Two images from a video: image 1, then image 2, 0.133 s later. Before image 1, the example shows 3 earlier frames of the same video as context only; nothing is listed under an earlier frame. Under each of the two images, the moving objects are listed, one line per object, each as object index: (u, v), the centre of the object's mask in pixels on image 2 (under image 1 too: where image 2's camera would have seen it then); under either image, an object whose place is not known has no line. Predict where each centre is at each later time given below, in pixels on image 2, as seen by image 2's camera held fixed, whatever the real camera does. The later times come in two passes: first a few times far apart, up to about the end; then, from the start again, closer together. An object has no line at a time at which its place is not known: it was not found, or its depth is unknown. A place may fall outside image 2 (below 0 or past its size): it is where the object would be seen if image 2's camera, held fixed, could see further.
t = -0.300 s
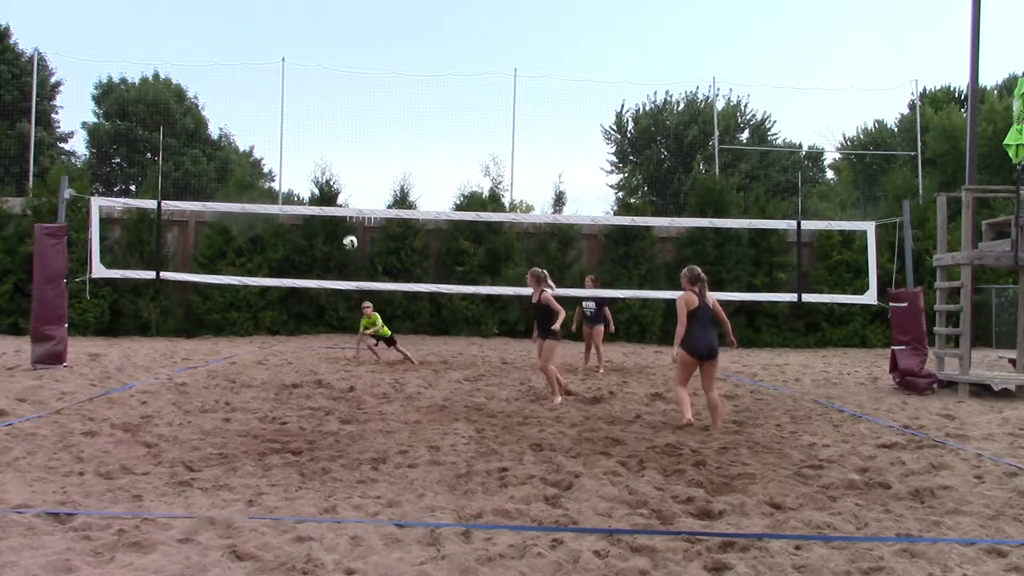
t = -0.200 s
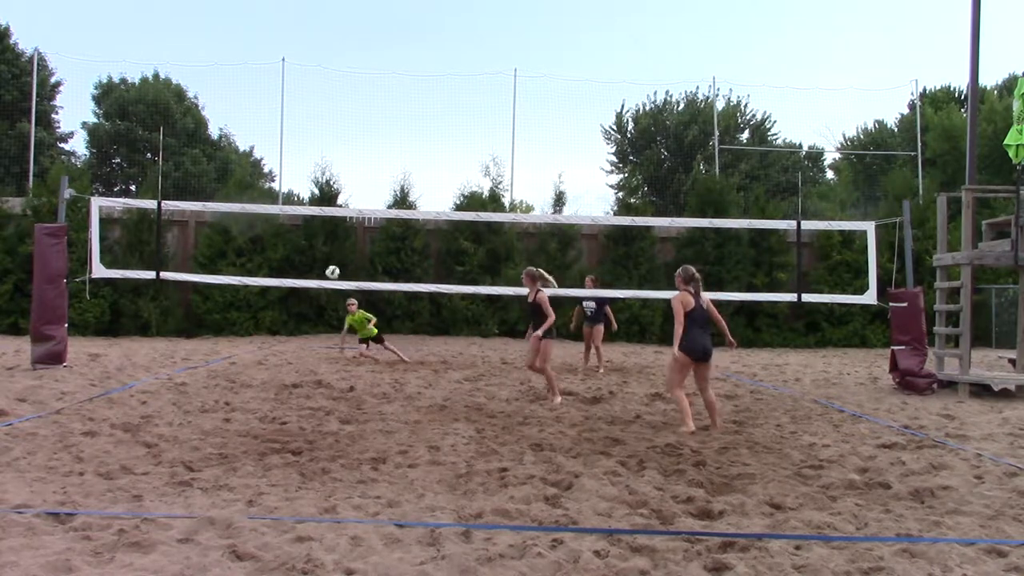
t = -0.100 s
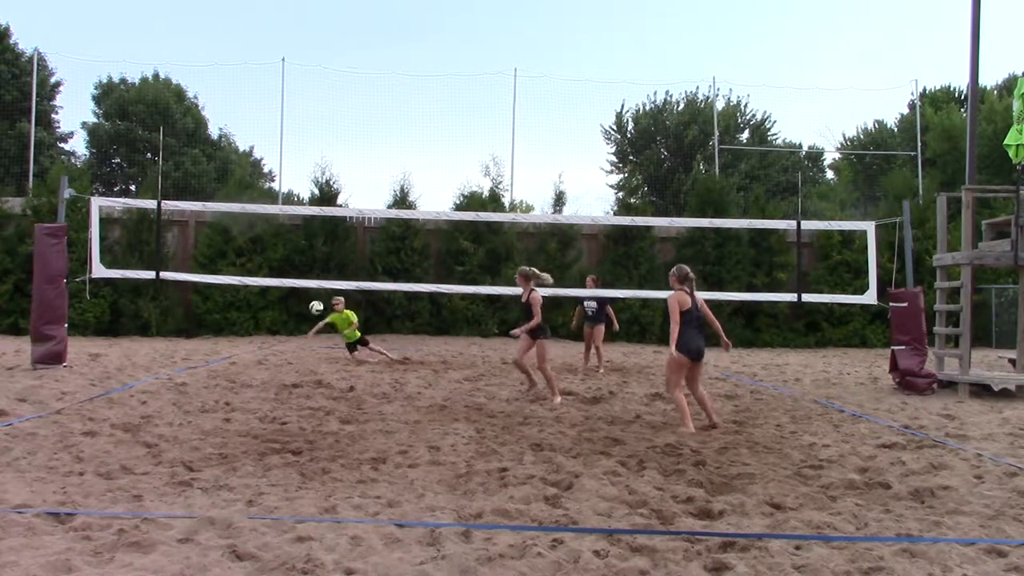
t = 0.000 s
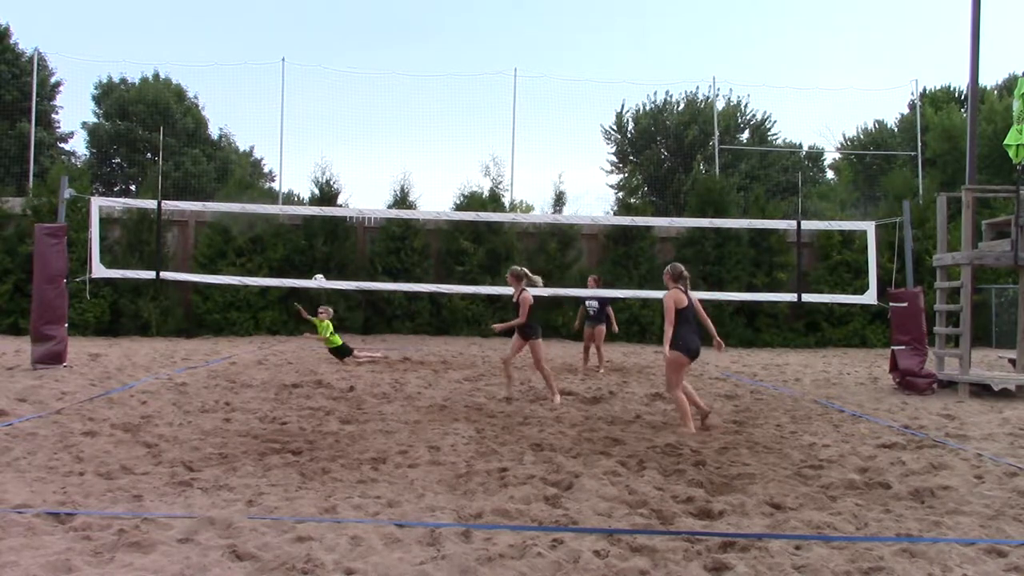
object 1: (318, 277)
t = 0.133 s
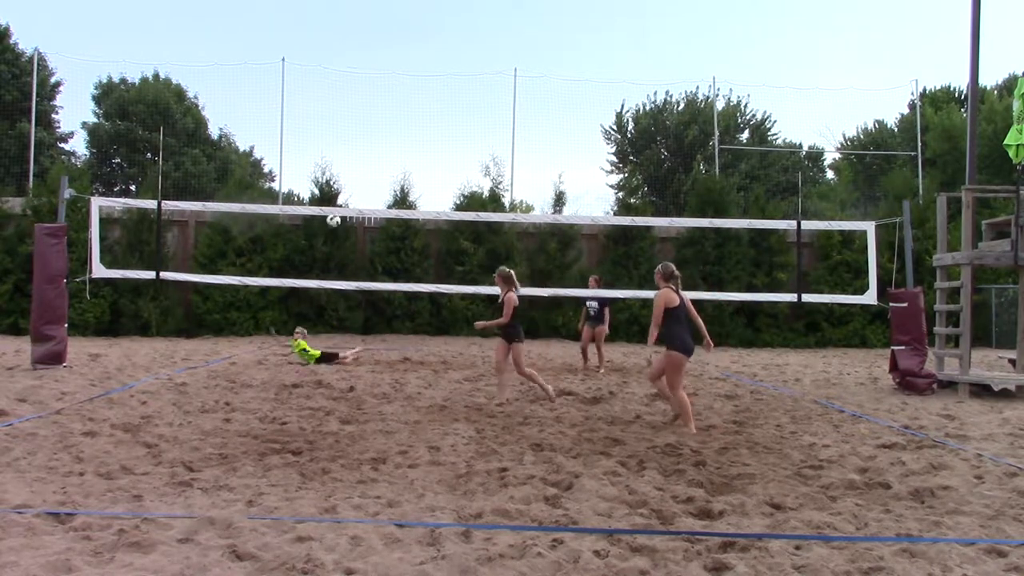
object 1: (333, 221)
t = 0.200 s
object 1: (340, 195)
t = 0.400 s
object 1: (365, 130)
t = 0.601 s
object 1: (391, 90)
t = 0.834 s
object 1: (422, 75)
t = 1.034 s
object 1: (450, 90)
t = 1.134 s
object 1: (465, 110)
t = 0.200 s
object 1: (340, 195)
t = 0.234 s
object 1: (344, 182)
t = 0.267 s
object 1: (348, 170)
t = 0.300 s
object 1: (353, 159)
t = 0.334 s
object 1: (357, 149)
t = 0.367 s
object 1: (361, 139)
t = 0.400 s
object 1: (365, 130)
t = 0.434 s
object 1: (369, 122)
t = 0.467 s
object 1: (373, 114)
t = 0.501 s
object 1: (377, 107)
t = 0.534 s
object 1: (382, 100)
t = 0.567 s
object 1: (387, 95)
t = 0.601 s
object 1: (391, 90)
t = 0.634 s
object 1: (395, 85)
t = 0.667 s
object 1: (400, 82)
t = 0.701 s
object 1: (404, 79)
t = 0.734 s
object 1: (409, 76)
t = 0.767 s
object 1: (413, 74)
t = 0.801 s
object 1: (418, 74)
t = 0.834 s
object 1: (422, 75)
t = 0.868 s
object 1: (427, 75)
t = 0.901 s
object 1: (432, 77)
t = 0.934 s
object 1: (436, 79)
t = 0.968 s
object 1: (441, 82)
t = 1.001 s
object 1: (446, 86)
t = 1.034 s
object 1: (450, 90)
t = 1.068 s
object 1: (456, 96)
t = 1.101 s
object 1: (460, 103)
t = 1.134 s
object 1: (465, 110)
